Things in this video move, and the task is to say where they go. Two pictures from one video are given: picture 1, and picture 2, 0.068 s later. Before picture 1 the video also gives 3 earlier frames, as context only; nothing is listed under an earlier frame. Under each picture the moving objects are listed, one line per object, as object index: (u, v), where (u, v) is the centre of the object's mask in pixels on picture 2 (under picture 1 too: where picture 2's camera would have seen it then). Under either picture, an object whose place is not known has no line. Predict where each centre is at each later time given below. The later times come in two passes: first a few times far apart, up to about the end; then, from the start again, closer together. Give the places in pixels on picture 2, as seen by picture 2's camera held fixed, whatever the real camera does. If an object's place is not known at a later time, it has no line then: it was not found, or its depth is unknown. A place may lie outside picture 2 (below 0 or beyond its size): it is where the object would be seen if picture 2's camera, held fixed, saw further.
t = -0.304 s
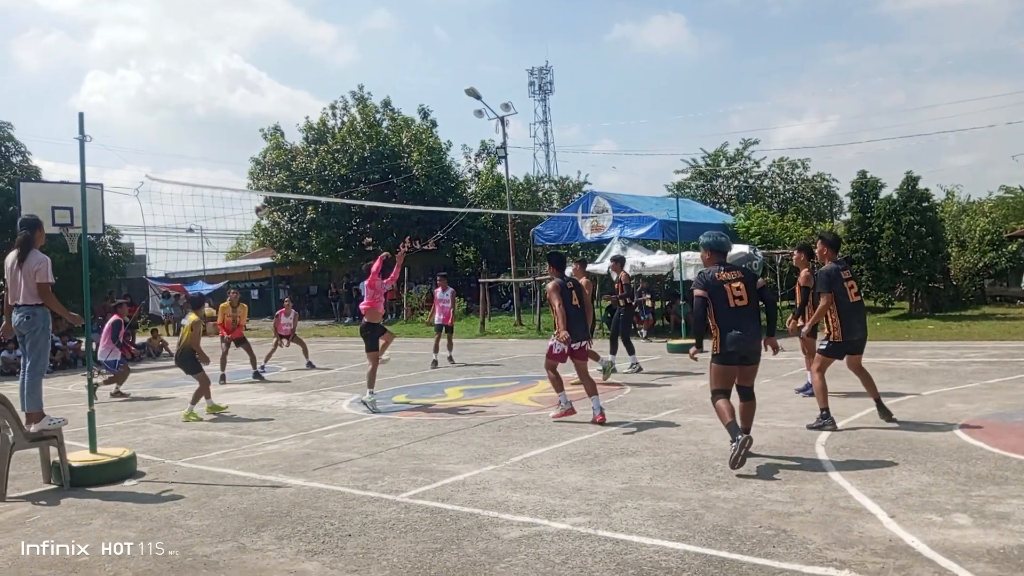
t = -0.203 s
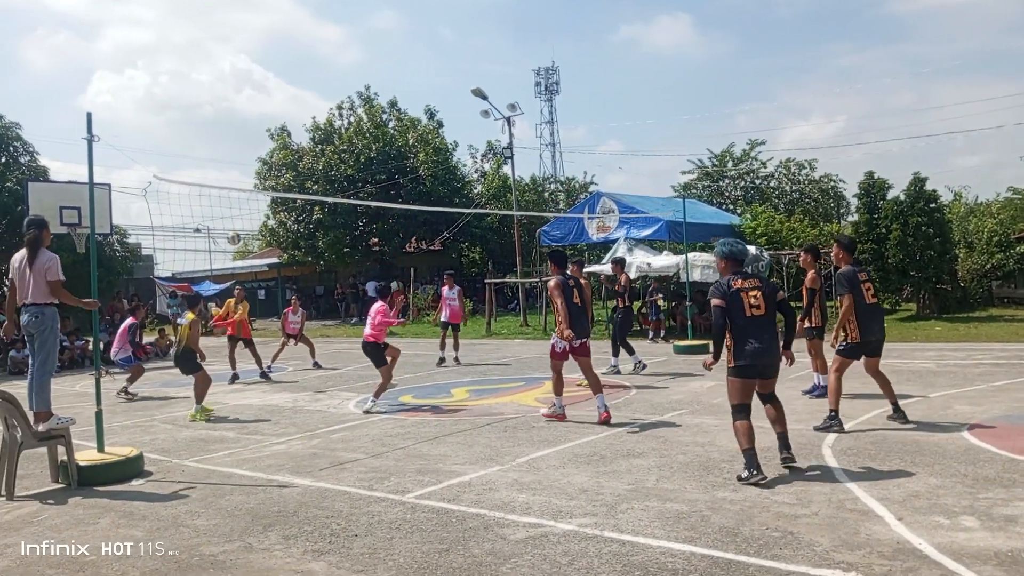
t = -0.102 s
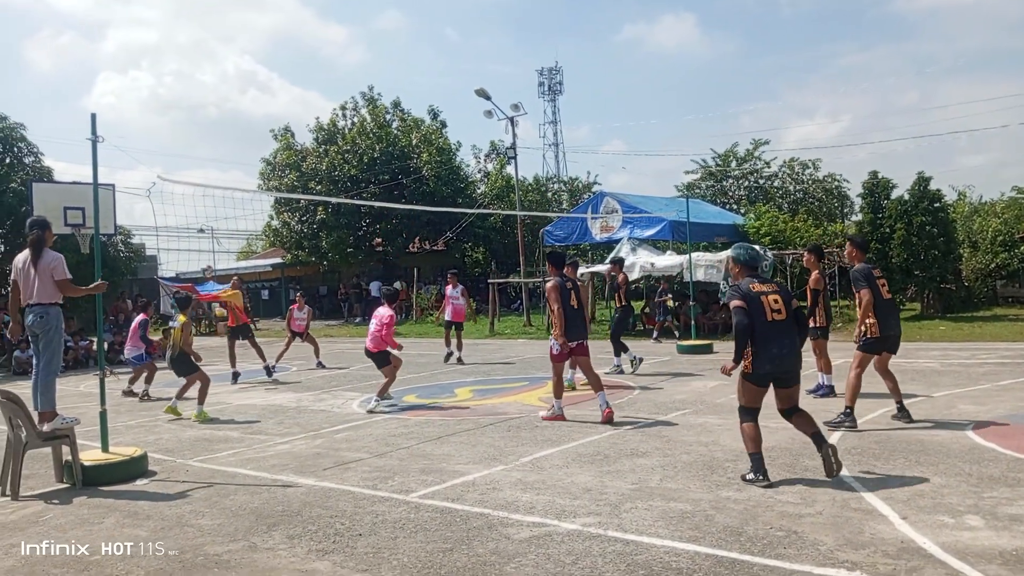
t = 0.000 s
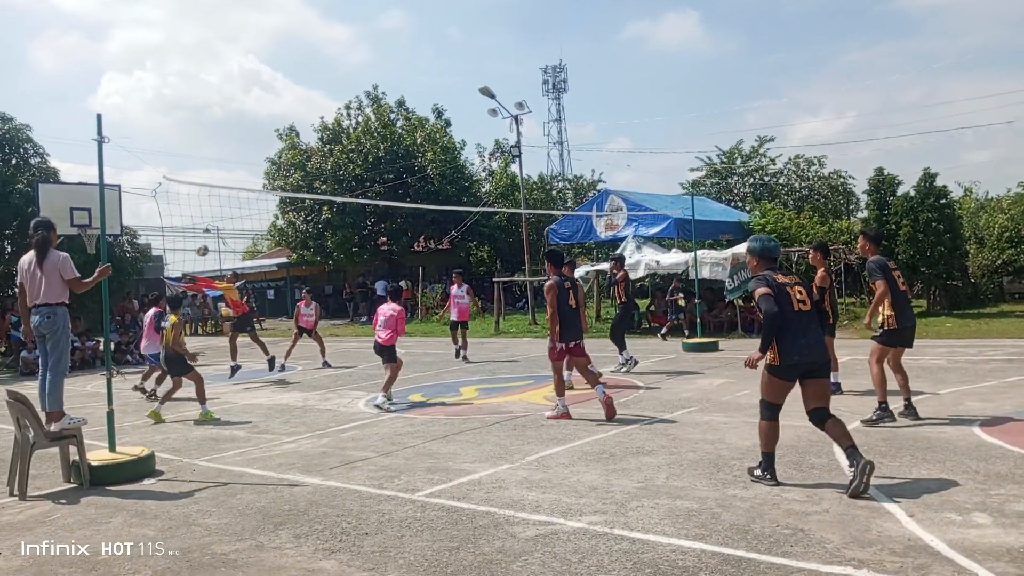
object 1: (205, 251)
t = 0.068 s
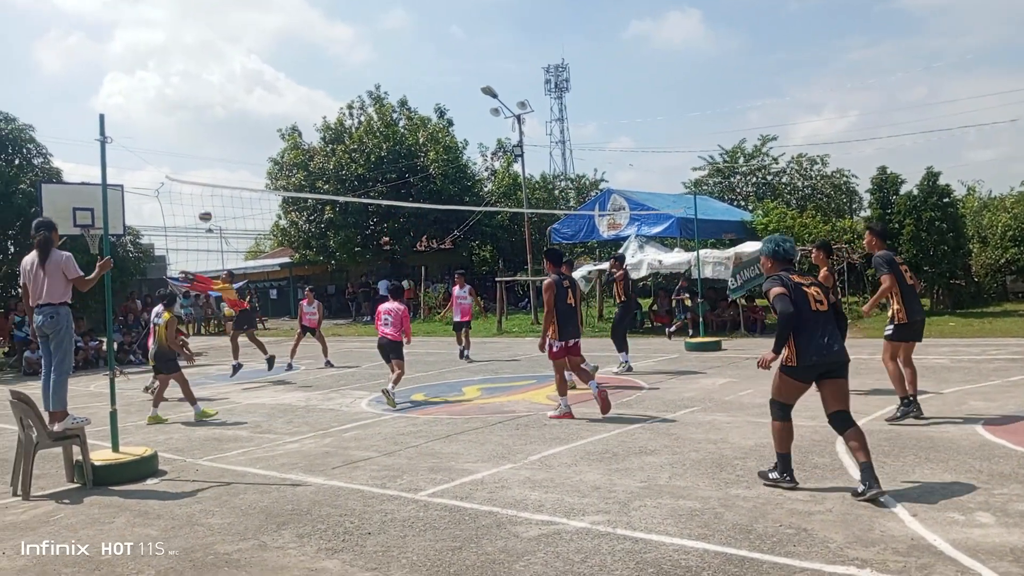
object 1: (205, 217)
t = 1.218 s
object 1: (244, 75)
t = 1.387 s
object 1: (255, 120)
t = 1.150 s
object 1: (241, 62)
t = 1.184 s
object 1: (243, 67)
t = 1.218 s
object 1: (244, 75)
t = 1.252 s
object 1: (247, 83)
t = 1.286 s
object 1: (249, 91)
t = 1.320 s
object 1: (251, 100)
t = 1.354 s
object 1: (253, 110)
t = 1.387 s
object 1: (255, 120)
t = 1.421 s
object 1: (257, 132)
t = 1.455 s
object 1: (259, 143)
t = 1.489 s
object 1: (261, 155)
